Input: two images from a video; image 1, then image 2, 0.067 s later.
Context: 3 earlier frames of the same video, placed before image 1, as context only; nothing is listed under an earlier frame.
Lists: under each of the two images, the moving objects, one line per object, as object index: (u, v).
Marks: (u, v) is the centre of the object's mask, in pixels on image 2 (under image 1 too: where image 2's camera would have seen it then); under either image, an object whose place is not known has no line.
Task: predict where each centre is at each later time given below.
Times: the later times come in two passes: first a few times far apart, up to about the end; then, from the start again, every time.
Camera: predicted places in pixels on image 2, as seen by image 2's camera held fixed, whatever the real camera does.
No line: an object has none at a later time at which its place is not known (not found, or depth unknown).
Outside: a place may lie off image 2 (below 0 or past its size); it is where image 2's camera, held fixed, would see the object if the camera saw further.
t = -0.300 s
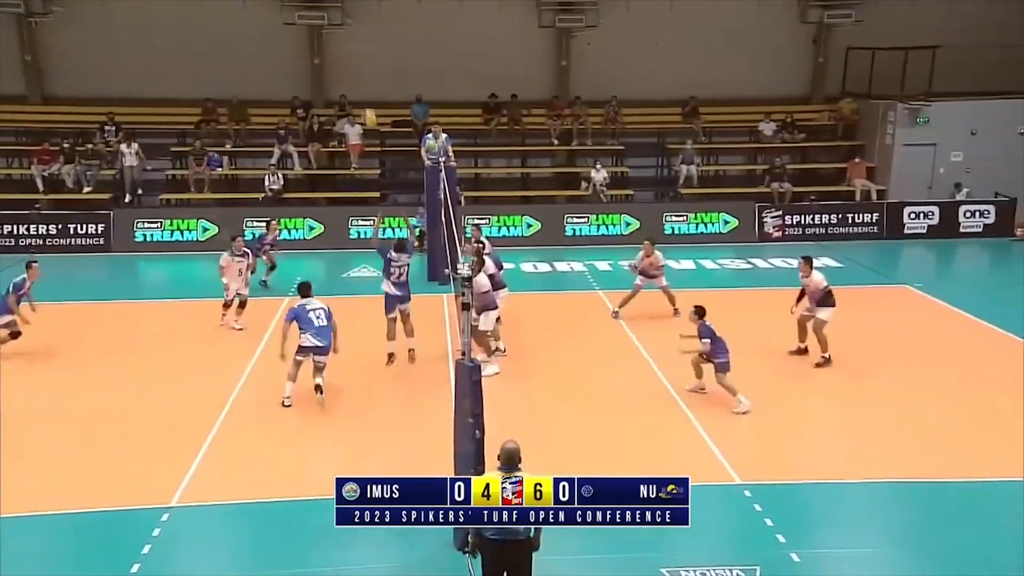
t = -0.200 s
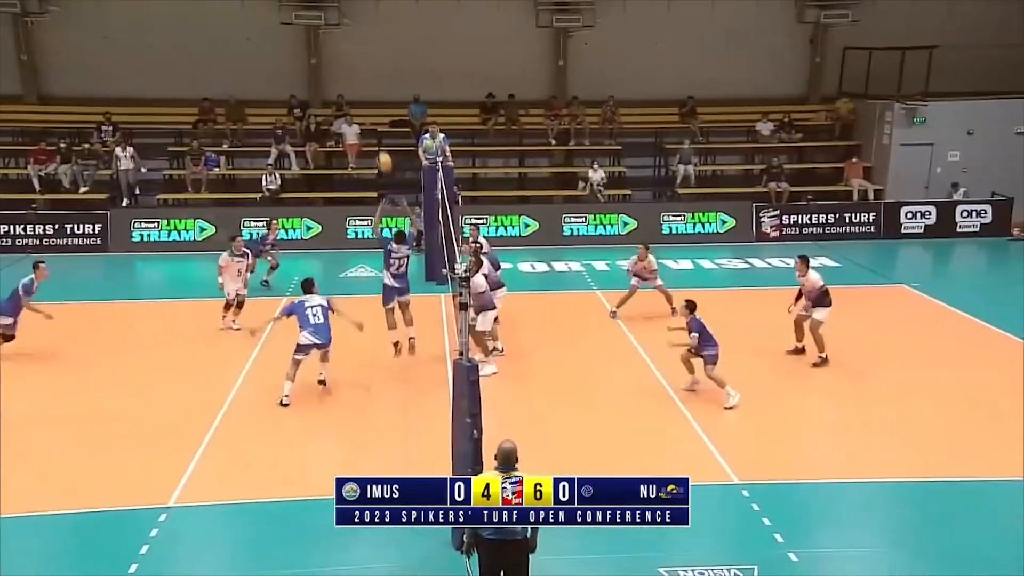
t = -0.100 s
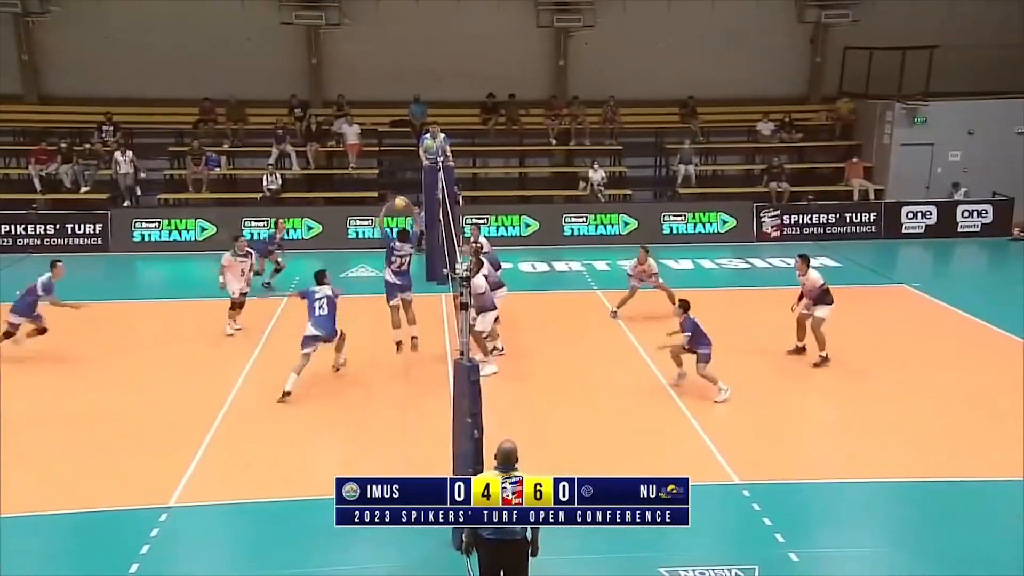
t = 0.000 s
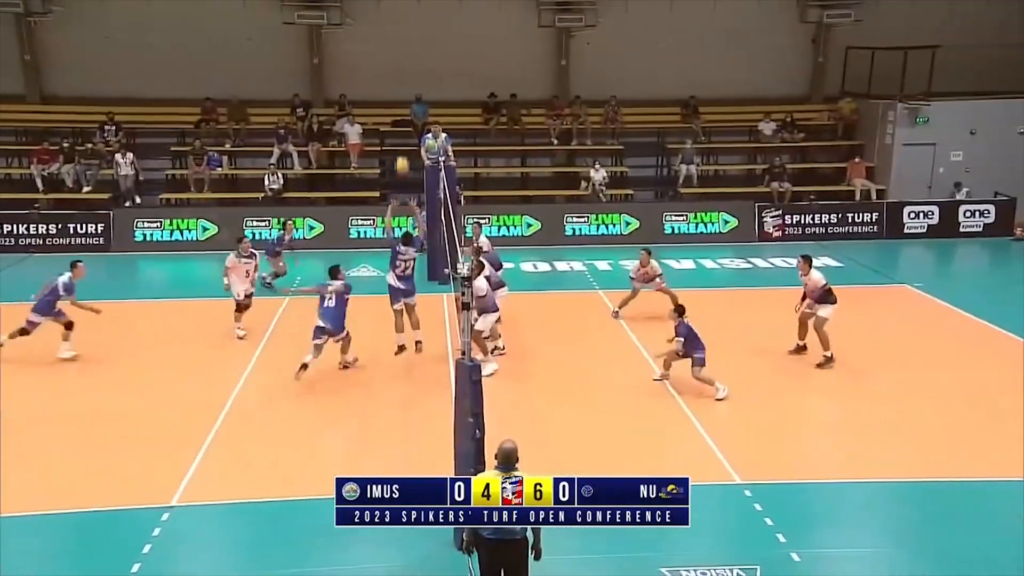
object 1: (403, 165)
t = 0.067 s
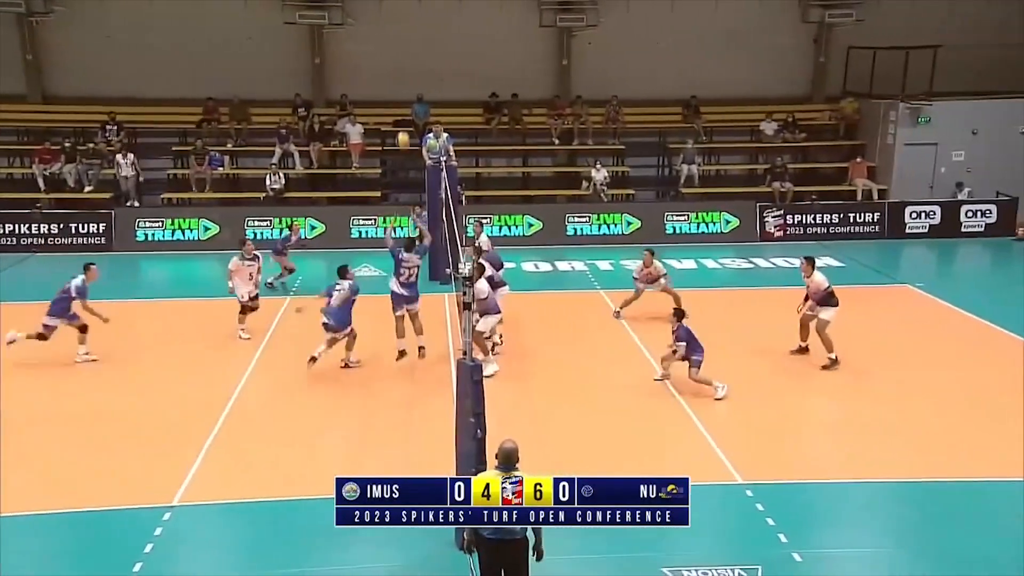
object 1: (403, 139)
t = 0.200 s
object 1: (402, 101)
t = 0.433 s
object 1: (403, 69)
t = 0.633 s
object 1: (404, 71)
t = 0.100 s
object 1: (402, 129)
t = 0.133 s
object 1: (402, 119)
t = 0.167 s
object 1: (402, 109)
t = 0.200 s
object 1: (402, 101)
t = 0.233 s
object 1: (402, 95)
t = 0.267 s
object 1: (402, 88)
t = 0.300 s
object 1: (402, 83)
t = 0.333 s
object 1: (402, 77)
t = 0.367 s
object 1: (402, 74)
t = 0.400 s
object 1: (403, 71)
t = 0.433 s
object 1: (403, 69)
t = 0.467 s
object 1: (403, 68)
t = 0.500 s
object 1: (403, 67)
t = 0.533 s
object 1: (403, 67)
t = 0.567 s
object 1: (404, 68)
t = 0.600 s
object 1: (404, 69)
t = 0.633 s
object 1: (404, 71)
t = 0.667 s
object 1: (405, 74)
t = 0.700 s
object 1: (405, 78)
